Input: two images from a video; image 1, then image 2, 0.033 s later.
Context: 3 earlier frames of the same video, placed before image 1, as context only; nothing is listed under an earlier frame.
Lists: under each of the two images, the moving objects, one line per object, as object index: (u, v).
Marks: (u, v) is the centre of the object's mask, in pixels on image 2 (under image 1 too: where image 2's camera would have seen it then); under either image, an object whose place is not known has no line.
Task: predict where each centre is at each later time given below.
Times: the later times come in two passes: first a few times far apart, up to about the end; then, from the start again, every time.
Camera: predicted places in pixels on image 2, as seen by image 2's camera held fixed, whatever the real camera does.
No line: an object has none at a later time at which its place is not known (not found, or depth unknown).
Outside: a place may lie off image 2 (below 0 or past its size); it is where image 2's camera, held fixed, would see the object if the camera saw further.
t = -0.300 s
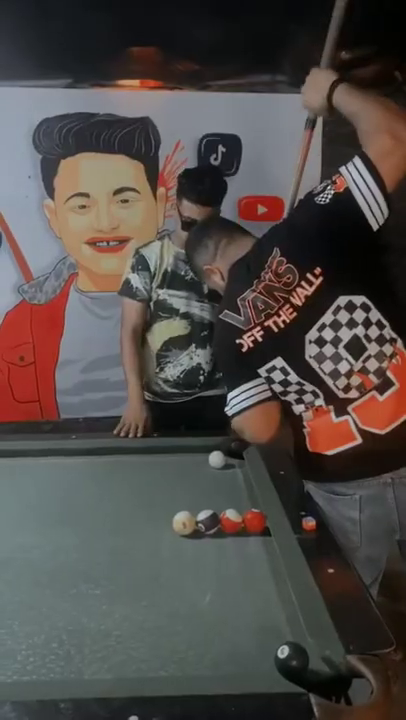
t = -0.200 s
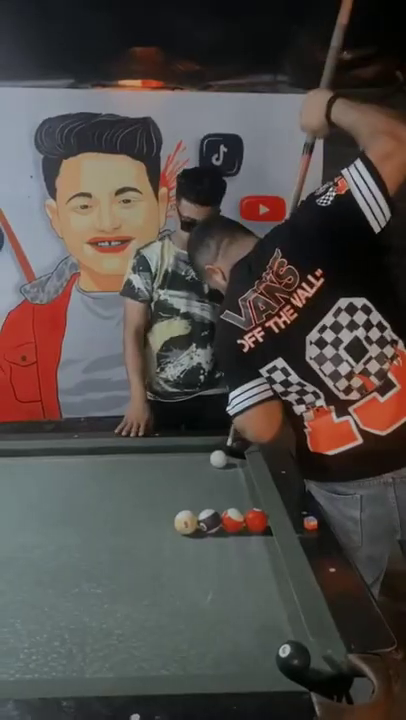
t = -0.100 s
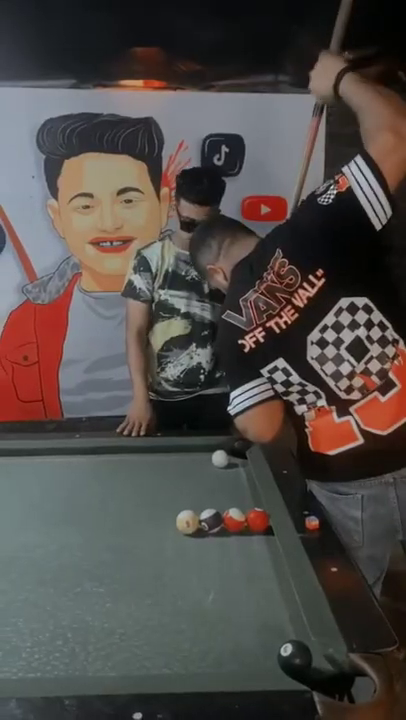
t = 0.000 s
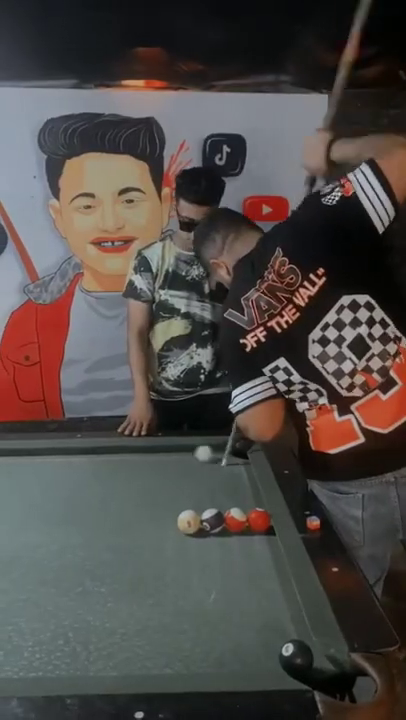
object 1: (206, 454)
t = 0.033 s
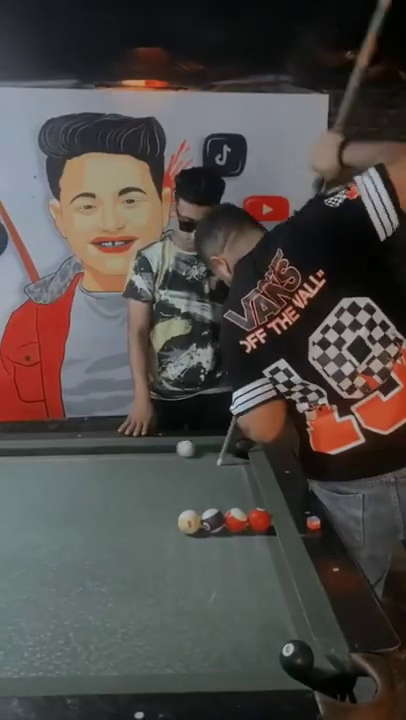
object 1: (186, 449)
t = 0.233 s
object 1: (113, 474)
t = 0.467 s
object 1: (61, 503)
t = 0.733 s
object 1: (68, 525)
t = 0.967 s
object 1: (95, 543)
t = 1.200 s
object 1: (125, 561)
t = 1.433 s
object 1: (156, 581)
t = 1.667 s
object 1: (187, 603)
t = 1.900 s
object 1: (220, 626)
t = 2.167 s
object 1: (261, 652)
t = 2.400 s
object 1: (259, 659)
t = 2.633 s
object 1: (250, 654)
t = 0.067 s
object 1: (172, 452)
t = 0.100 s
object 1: (159, 456)
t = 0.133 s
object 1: (147, 461)
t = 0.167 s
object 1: (134, 465)
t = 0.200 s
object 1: (123, 470)
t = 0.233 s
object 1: (113, 474)
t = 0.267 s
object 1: (103, 479)
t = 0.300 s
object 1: (94, 483)
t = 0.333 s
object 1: (85, 487)
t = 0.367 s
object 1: (78, 491)
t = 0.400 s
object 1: (71, 495)
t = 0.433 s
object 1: (66, 499)
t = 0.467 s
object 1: (61, 503)
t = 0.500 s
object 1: (58, 506)
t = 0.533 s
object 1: (56, 510)
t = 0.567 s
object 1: (55, 513)
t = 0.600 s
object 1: (56, 516)
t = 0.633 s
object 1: (58, 518)
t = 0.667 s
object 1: (60, 521)
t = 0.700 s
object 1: (64, 523)
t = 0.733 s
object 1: (68, 525)
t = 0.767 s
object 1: (72, 528)
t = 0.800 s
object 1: (75, 530)
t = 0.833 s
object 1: (79, 533)
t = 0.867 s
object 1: (83, 535)
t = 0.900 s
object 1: (88, 538)
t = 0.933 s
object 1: (91, 540)
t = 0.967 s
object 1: (95, 543)
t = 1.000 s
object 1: (99, 545)
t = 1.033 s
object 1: (103, 548)
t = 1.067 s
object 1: (108, 551)
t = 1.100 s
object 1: (112, 553)
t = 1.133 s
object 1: (116, 556)
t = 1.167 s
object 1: (121, 559)
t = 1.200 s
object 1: (125, 561)
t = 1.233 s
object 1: (129, 564)
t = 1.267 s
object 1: (134, 567)
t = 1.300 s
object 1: (138, 570)
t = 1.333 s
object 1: (142, 573)
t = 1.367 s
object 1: (147, 575)
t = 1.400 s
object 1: (151, 578)
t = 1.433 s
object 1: (156, 581)
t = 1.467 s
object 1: (161, 584)
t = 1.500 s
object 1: (165, 587)
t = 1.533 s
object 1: (169, 591)
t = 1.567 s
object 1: (174, 594)
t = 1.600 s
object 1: (178, 597)
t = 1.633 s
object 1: (182, 600)
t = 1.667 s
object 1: (187, 603)
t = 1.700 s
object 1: (192, 606)
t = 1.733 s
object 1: (197, 610)
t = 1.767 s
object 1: (201, 613)
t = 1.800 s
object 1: (206, 616)
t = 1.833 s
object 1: (210, 619)
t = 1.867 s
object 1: (215, 623)
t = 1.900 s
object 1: (220, 626)
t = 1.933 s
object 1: (225, 630)
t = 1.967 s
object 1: (230, 633)
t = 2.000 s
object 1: (235, 636)
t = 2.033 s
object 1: (240, 639)
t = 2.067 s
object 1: (245, 643)
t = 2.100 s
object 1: (250, 645)
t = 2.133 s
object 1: (256, 649)
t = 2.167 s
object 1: (261, 652)
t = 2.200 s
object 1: (261, 654)
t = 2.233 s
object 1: (261, 655)
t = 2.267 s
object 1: (261, 658)
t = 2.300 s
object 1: (261, 660)
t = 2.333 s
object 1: (262, 661)
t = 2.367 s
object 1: (260, 660)
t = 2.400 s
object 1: (259, 659)
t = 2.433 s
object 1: (258, 658)
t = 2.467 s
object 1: (257, 658)
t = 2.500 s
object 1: (255, 656)
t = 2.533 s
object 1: (254, 656)
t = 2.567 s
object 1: (253, 655)
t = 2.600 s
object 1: (251, 654)
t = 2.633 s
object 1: (250, 654)
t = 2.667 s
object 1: (249, 653)
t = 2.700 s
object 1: (248, 652)
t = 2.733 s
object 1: (247, 651)
